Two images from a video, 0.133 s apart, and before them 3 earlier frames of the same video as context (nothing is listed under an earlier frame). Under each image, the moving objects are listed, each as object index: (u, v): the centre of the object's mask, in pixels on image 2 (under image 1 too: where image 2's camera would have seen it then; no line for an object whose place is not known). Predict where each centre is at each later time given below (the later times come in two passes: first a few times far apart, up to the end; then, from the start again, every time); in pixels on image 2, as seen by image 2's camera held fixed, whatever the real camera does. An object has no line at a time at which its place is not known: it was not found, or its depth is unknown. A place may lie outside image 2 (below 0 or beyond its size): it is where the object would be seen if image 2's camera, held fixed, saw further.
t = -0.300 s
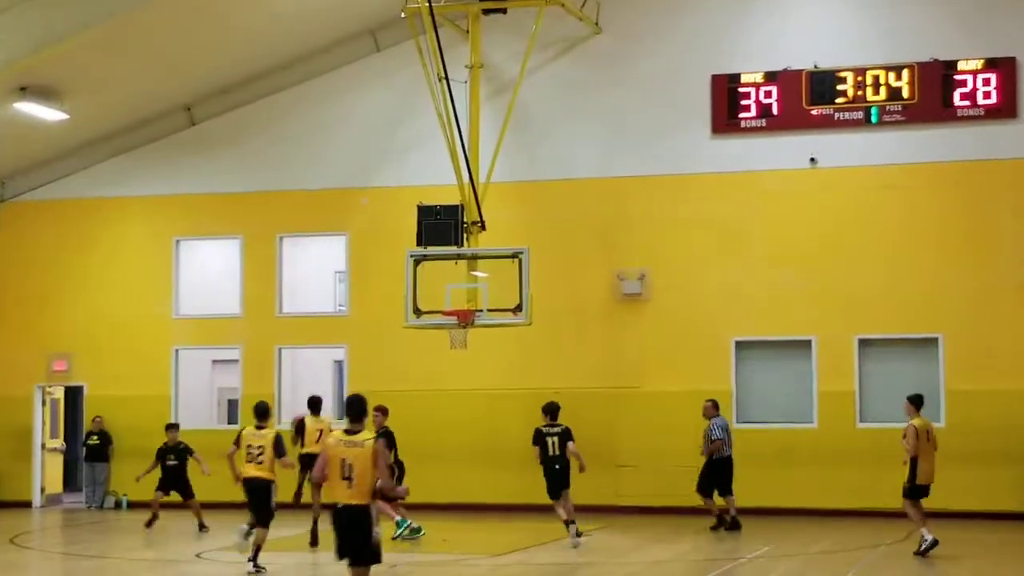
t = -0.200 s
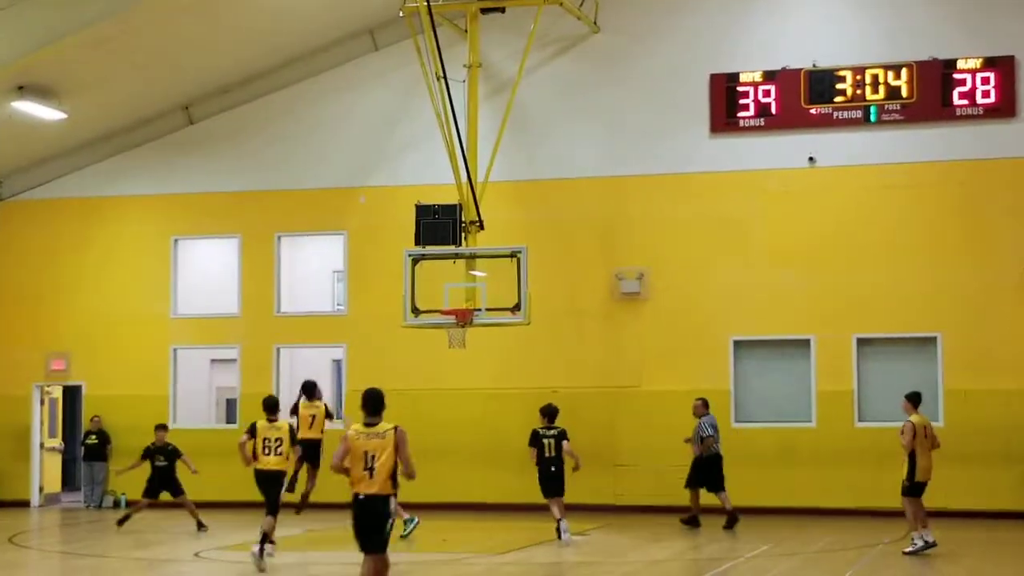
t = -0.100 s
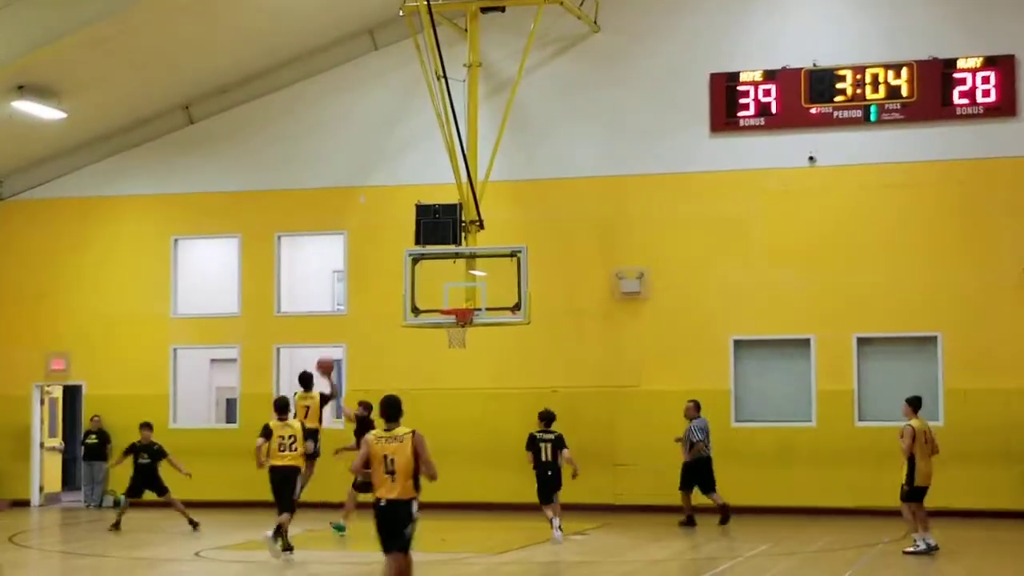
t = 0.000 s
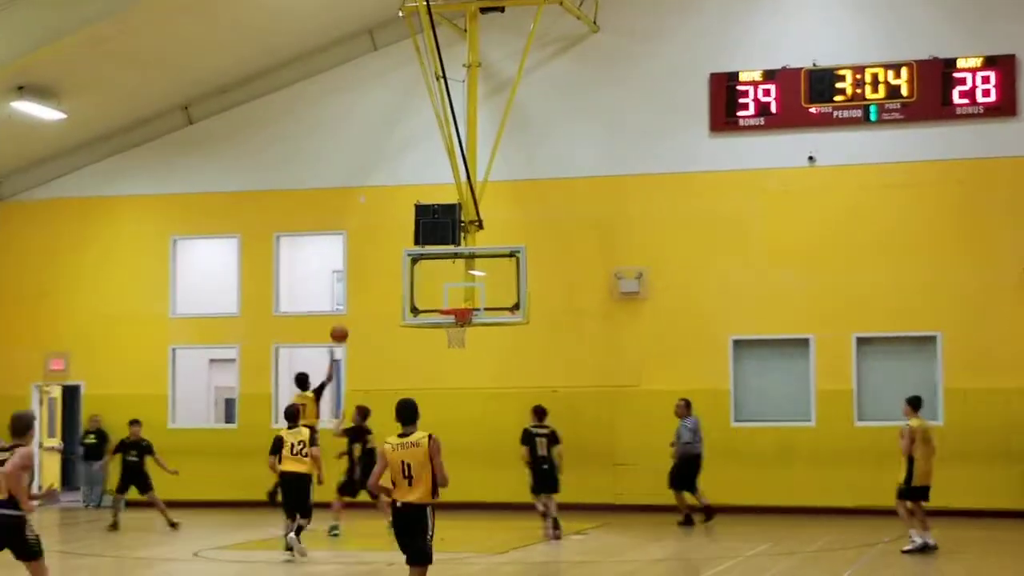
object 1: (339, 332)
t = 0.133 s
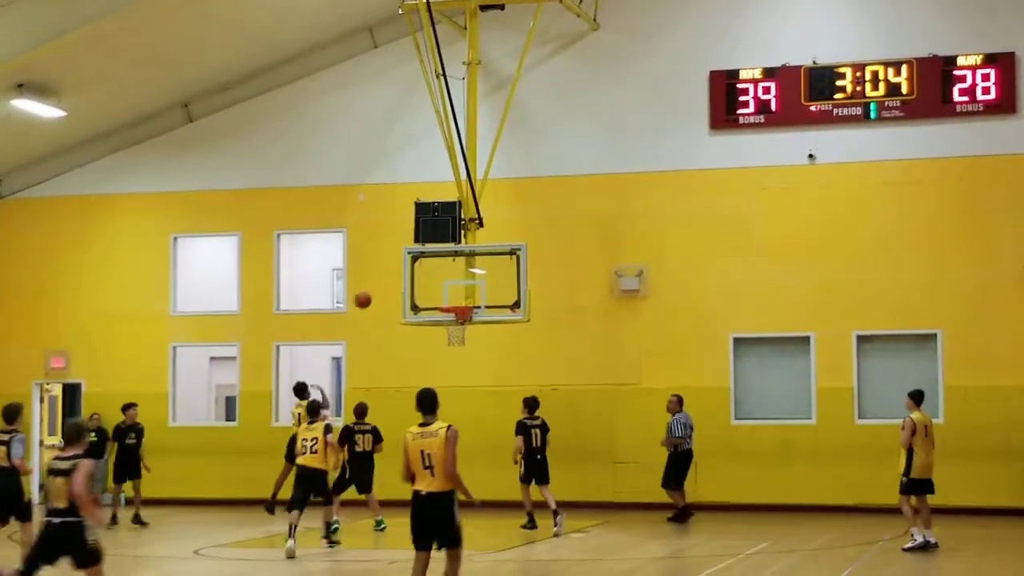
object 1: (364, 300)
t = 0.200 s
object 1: (374, 290)
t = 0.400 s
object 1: (404, 278)
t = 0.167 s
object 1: (369, 294)
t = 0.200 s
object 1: (374, 290)
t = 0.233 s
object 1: (379, 285)
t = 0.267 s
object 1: (385, 282)
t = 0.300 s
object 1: (390, 280)
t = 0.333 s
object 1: (395, 278)
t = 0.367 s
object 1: (400, 278)
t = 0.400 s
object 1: (404, 278)
